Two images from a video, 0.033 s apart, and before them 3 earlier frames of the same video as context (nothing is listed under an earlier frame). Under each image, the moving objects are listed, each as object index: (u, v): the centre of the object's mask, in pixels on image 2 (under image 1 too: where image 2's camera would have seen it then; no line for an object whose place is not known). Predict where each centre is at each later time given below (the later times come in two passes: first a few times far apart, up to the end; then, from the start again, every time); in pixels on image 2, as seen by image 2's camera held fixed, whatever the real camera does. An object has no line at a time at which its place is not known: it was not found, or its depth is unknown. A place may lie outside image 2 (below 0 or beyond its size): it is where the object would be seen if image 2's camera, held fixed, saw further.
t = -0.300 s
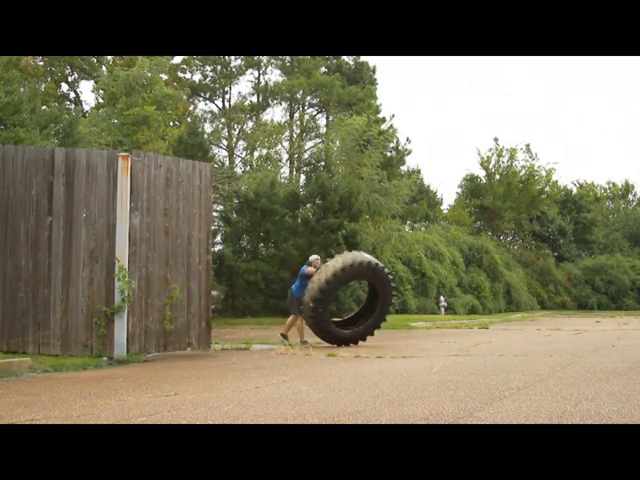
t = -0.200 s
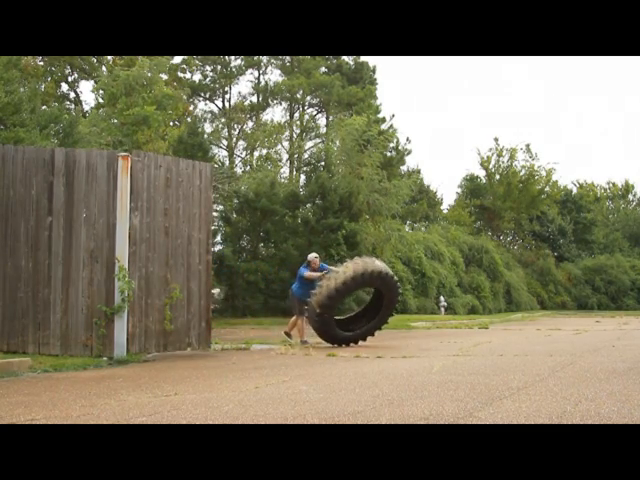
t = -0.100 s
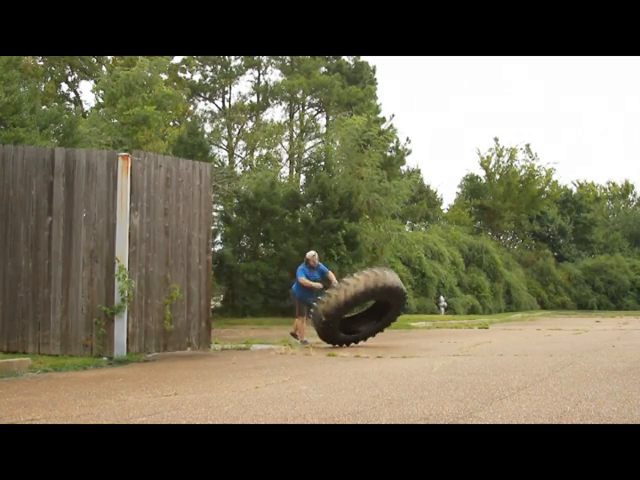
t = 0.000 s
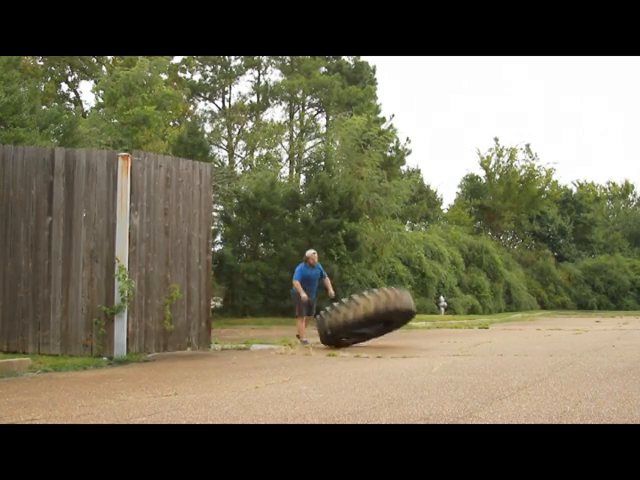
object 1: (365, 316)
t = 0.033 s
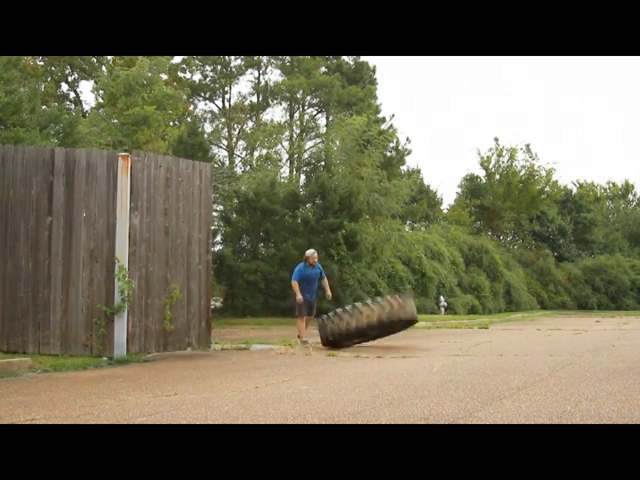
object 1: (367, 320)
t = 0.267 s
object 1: (377, 329)
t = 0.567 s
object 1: (379, 333)
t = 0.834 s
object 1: (379, 334)
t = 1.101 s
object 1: (379, 334)
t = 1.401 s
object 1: (379, 334)
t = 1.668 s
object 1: (379, 334)
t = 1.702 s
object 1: (379, 334)
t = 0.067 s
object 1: (368, 326)
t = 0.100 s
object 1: (371, 331)
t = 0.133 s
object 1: (372, 333)
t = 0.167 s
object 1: (374, 332)
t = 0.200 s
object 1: (376, 332)
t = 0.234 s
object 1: (377, 330)
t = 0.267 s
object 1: (377, 329)
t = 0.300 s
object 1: (378, 329)
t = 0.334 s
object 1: (379, 329)
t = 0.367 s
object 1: (379, 329)
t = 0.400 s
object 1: (379, 331)
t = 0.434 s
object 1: (379, 332)
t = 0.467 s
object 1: (379, 333)
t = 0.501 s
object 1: (379, 333)
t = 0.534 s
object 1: (379, 333)
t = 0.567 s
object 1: (379, 333)
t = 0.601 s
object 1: (379, 333)
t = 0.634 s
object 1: (379, 333)
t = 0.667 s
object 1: (379, 333)
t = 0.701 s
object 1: (379, 333)
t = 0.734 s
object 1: (379, 333)
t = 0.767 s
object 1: (379, 334)
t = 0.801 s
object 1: (379, 334)
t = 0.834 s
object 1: (379, 334)
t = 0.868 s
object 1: (379, 334)
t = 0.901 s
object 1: (379, 334)
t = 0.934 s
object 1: (379, 334)
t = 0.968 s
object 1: (379, 334)
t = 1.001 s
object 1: (379, 334)
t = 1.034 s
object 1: (379, 334)
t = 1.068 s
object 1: (379, 334)
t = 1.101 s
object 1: (379, 334)
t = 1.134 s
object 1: (379, 334)
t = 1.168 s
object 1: (379, 334)
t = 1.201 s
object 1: (379, 334)
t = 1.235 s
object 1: (379, 334)
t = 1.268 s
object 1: (379, 334)
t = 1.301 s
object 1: (379, 334)
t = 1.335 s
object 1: (379, 334)
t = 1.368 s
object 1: (379, 334)
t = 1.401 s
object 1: (379, 334)
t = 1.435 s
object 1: (379, 334)
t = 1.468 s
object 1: (379, 334)
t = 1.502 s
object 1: (379, 334)
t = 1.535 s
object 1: (379, 334)
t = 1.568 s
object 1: (379, 334)
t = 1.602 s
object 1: (379, 334)
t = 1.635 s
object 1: (379, 334)
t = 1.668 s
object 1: (379, 334)
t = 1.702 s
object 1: (379, 334)
